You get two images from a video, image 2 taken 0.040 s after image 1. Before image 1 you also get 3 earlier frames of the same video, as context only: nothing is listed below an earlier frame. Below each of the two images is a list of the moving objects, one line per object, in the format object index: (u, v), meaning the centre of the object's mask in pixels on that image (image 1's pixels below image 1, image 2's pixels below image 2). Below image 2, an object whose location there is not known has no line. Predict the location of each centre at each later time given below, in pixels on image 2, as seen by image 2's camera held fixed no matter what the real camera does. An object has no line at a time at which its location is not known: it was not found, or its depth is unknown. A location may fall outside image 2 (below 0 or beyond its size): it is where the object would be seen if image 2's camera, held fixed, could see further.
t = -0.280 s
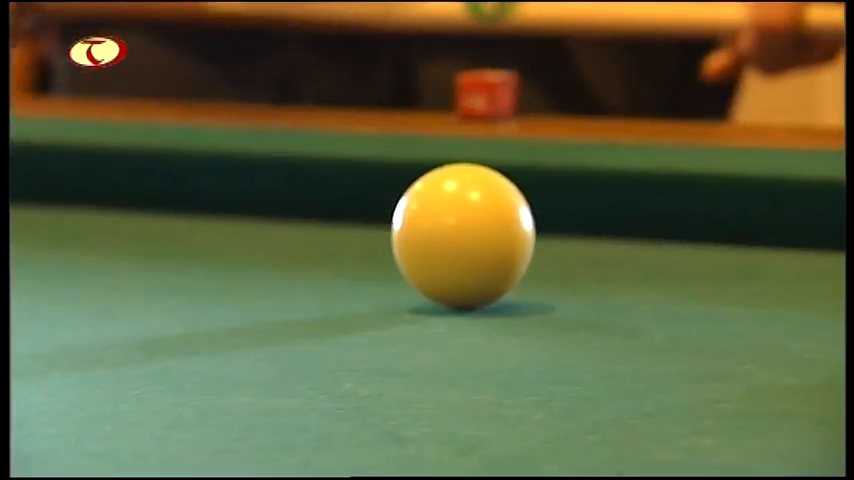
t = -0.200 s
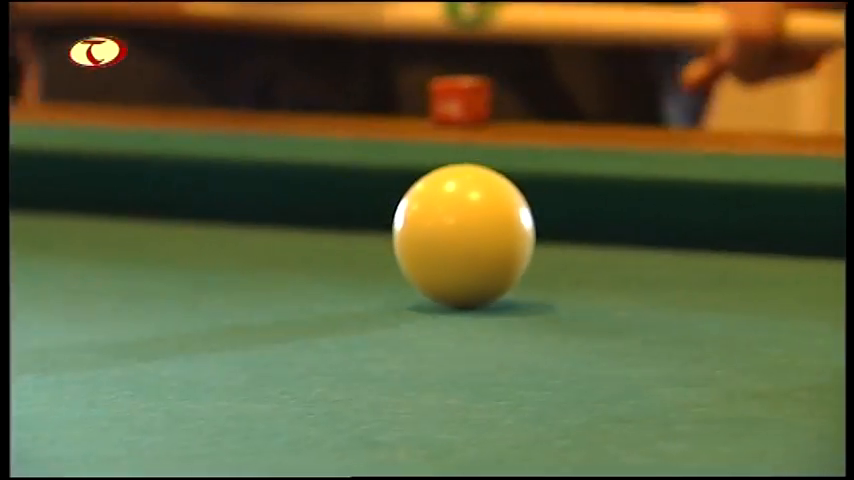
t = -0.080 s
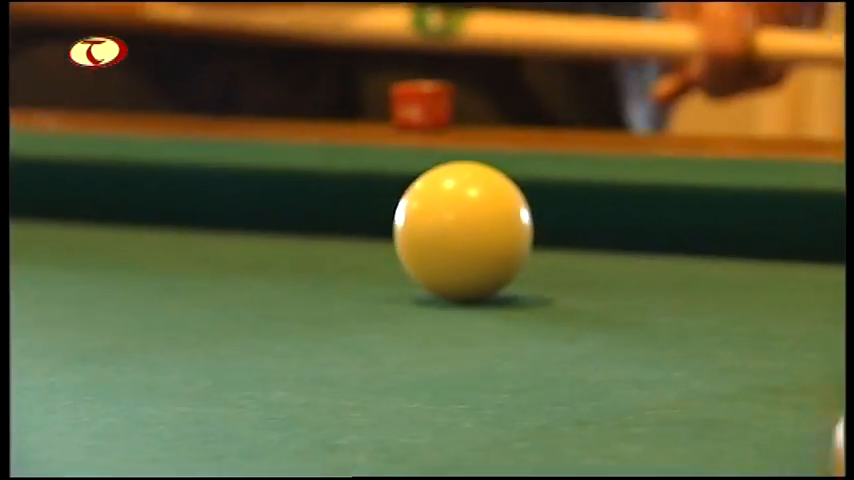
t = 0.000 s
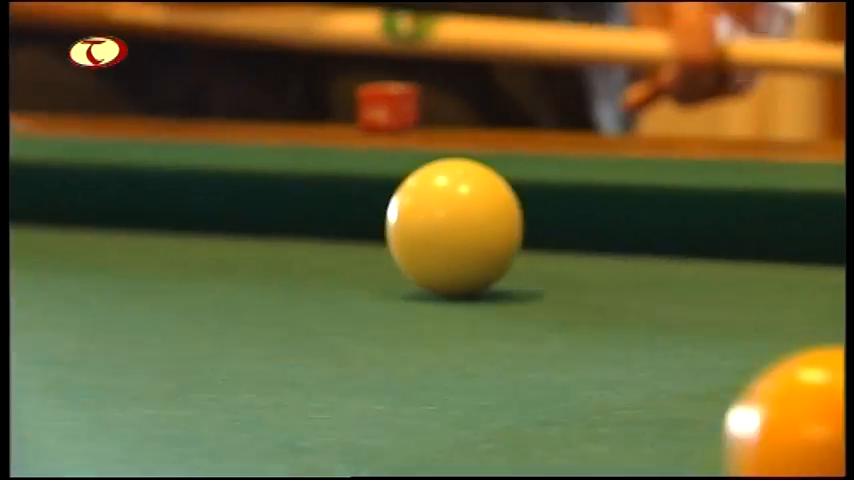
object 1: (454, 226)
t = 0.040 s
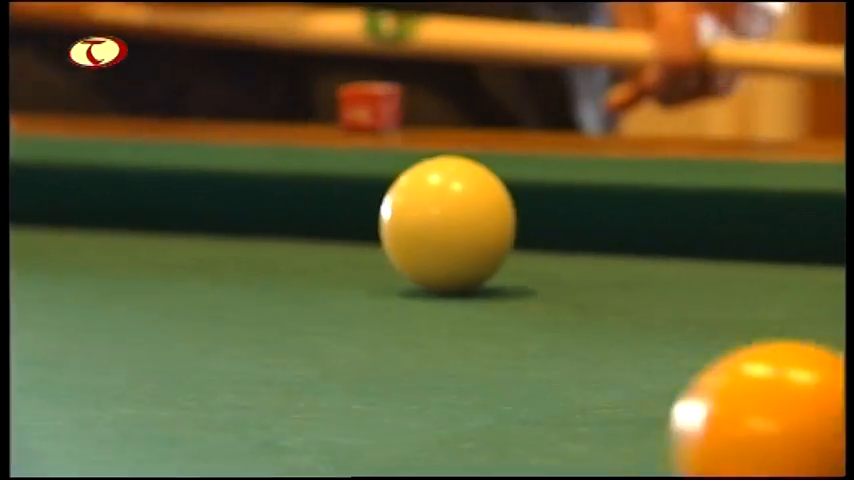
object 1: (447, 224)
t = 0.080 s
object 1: (457, 221)
